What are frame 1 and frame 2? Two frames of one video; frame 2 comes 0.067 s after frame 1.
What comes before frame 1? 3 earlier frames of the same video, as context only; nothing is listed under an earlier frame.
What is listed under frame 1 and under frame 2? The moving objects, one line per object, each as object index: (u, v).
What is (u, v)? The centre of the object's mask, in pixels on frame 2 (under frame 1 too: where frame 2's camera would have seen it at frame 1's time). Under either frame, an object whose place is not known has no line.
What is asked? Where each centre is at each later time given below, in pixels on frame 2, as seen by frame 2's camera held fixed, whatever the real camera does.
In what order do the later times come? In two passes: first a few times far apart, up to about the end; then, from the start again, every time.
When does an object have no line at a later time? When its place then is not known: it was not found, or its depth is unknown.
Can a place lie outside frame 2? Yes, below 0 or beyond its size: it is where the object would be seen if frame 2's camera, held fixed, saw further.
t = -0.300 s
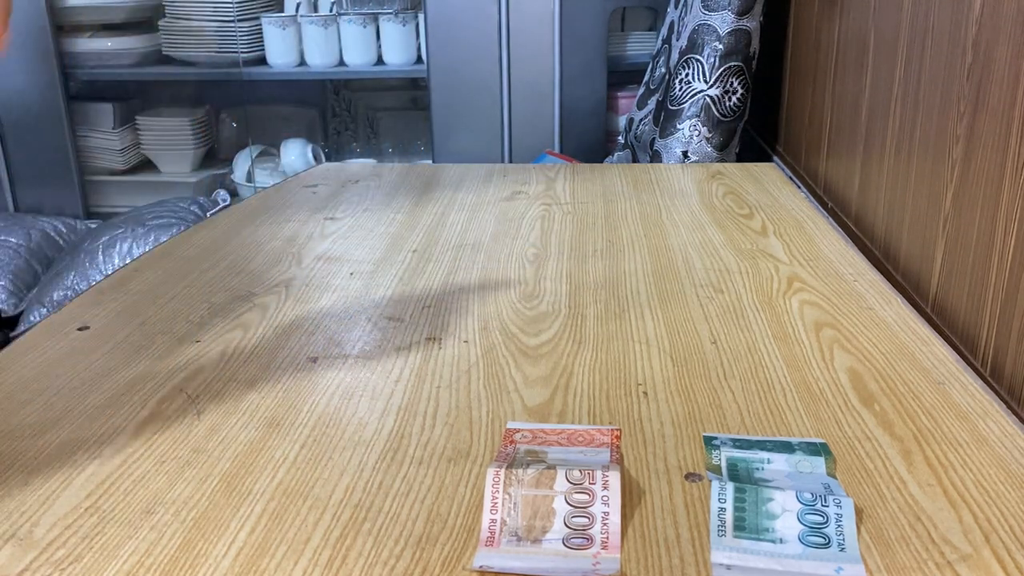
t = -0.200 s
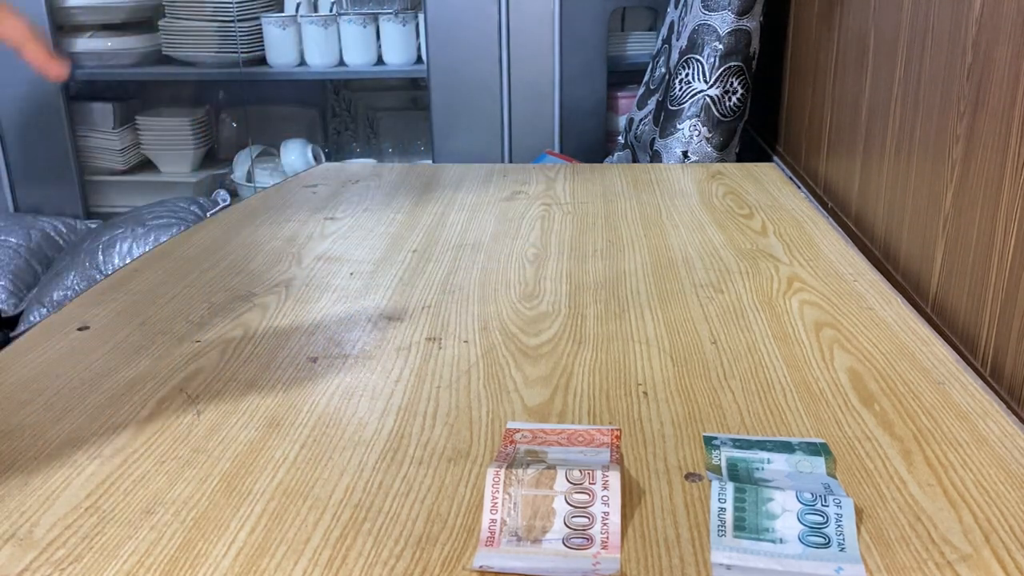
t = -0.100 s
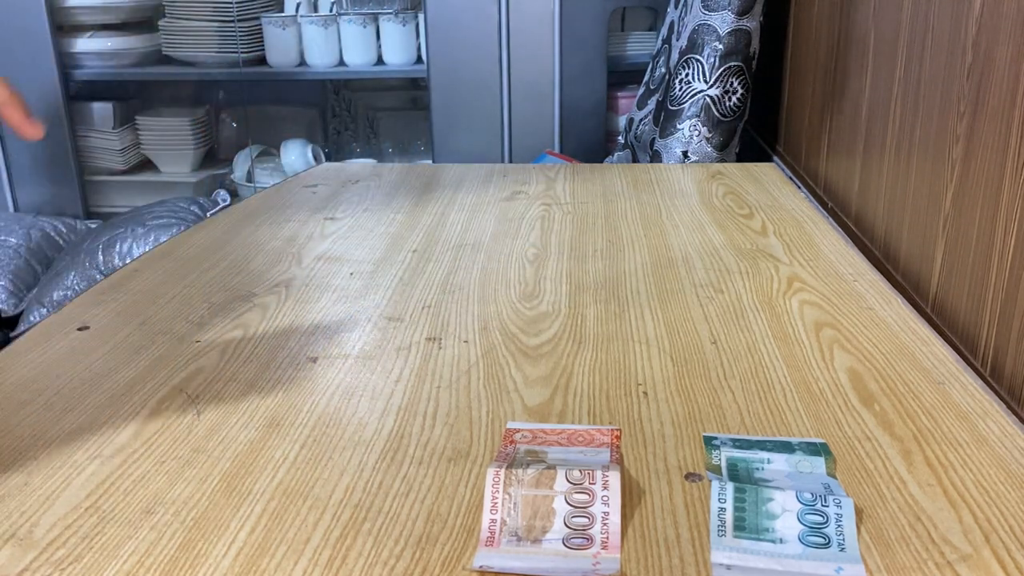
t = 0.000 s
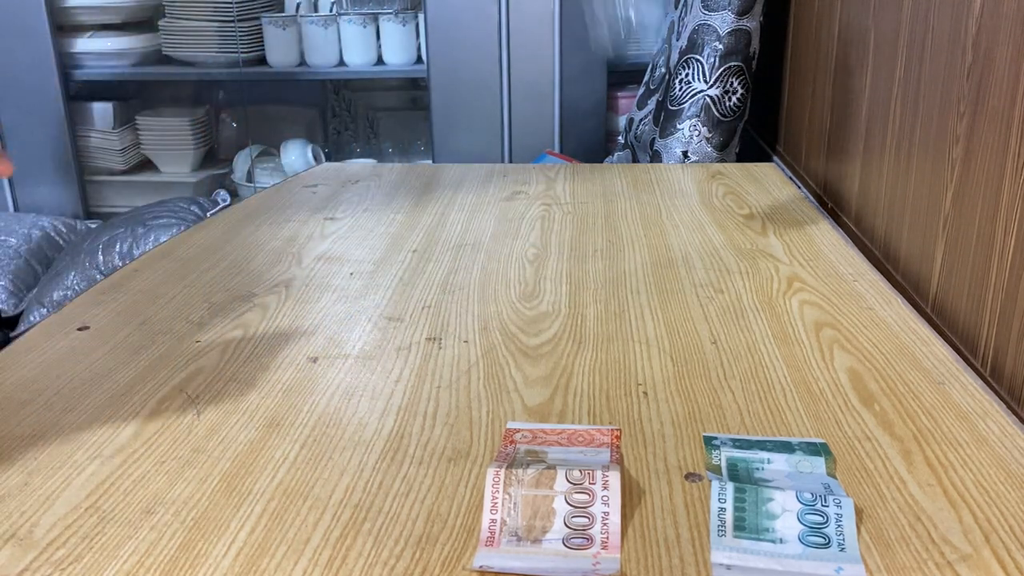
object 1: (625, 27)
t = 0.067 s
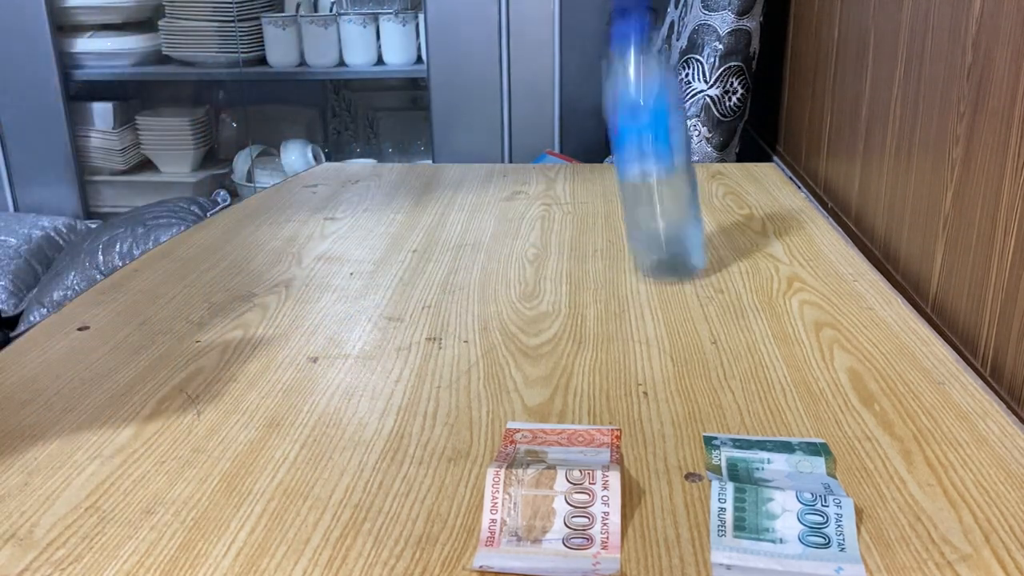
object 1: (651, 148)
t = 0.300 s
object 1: (621, 156)
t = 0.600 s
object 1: (541, 239)
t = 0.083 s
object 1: (650, 154)
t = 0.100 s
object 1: (648, 153)
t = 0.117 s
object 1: (646, 153)
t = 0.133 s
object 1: (645, 153)
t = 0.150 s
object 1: (643, 153)
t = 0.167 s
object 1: (641, 153)
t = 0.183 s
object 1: (639, 153)
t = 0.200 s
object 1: (636, 153)
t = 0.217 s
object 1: (634, 153)
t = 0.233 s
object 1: (632, 153)
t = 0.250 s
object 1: (629, 153)
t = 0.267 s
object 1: (627, 154)
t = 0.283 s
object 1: (624, 155)
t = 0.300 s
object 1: (621, 156)
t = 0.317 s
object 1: (618, 157)
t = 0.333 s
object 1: (613, 158)
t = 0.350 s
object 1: (610, 160)
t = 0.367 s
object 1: (606, 161)
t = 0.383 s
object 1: (601, 163)
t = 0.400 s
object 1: (596, 165)
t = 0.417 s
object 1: (592, 167)
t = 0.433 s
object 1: (587, 170)
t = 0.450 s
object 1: (581, 175)
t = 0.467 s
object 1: (575, 180)
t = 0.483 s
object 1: (568, 186)
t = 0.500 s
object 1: (560, 193)
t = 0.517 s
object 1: (553, 203)
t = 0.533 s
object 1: (545, 216)
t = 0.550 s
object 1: (541, 230)
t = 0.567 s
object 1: (538, 246)
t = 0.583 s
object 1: (539, 243)
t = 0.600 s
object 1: (541, 239)
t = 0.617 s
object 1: (542, 239)
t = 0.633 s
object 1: (543, 241)
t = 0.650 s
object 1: (544, 246)
